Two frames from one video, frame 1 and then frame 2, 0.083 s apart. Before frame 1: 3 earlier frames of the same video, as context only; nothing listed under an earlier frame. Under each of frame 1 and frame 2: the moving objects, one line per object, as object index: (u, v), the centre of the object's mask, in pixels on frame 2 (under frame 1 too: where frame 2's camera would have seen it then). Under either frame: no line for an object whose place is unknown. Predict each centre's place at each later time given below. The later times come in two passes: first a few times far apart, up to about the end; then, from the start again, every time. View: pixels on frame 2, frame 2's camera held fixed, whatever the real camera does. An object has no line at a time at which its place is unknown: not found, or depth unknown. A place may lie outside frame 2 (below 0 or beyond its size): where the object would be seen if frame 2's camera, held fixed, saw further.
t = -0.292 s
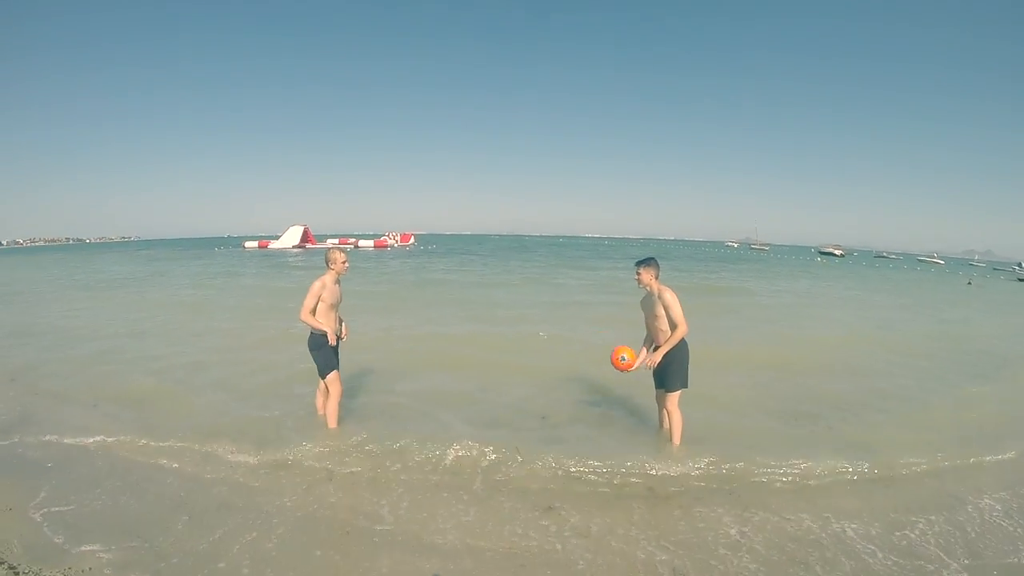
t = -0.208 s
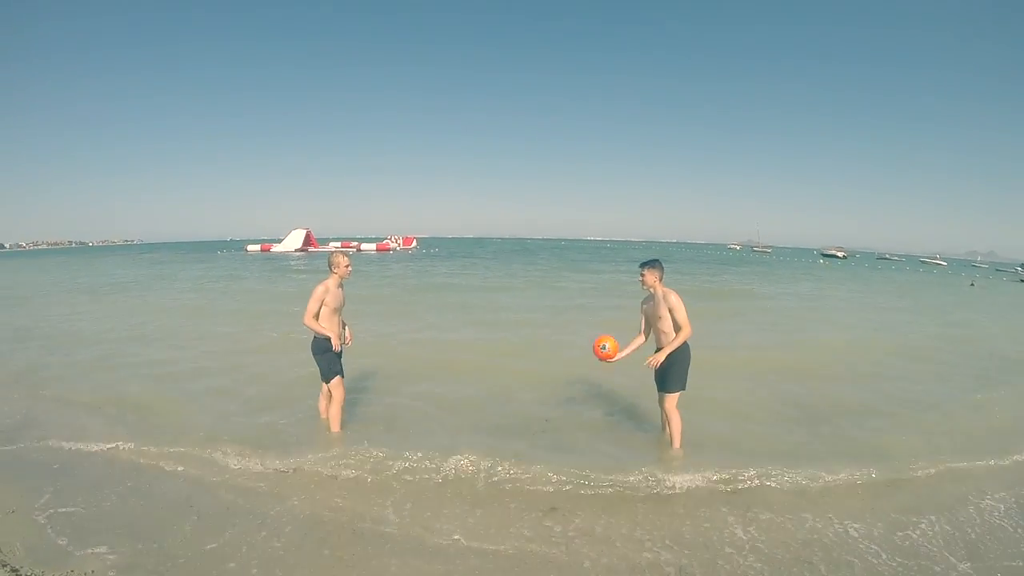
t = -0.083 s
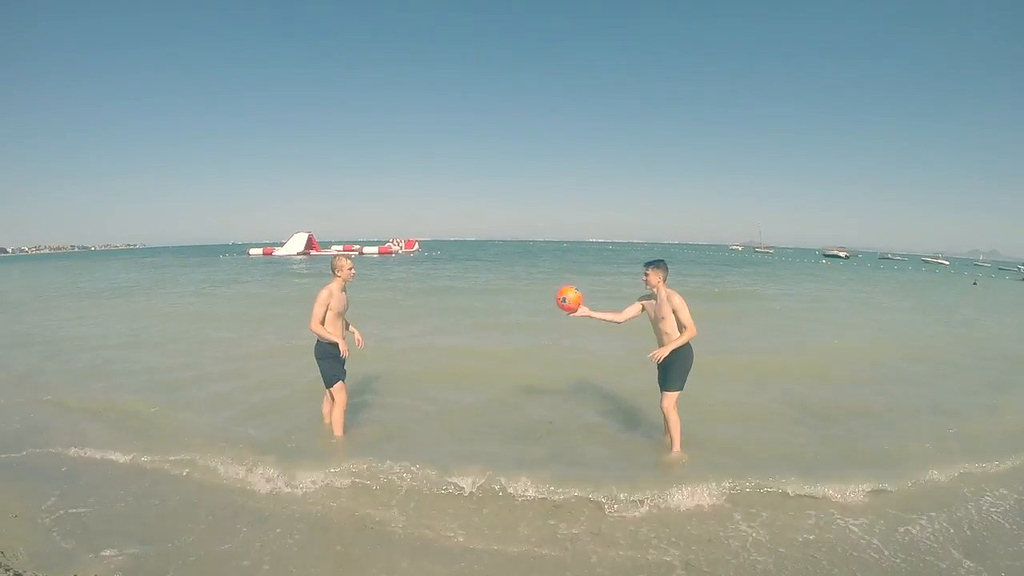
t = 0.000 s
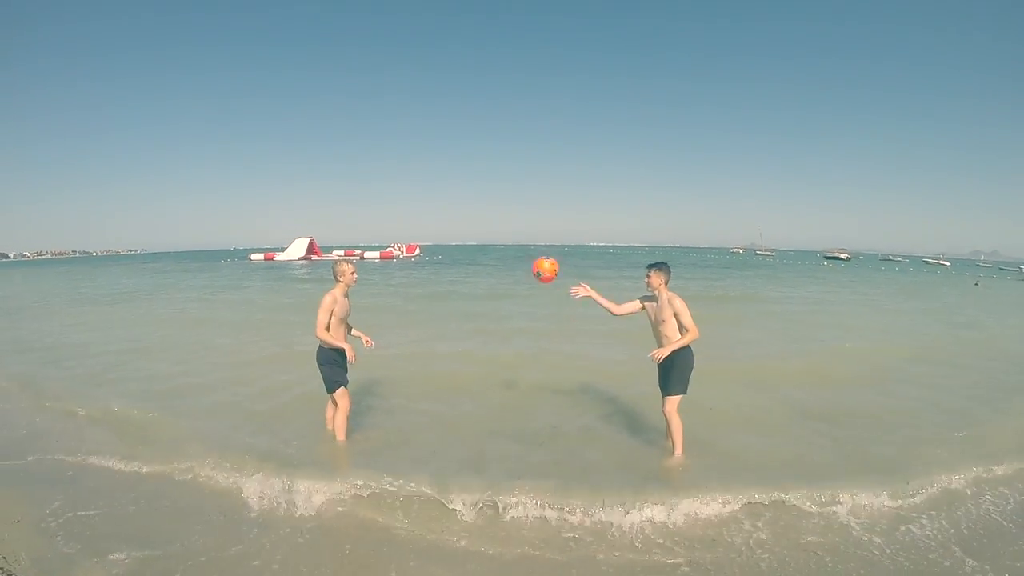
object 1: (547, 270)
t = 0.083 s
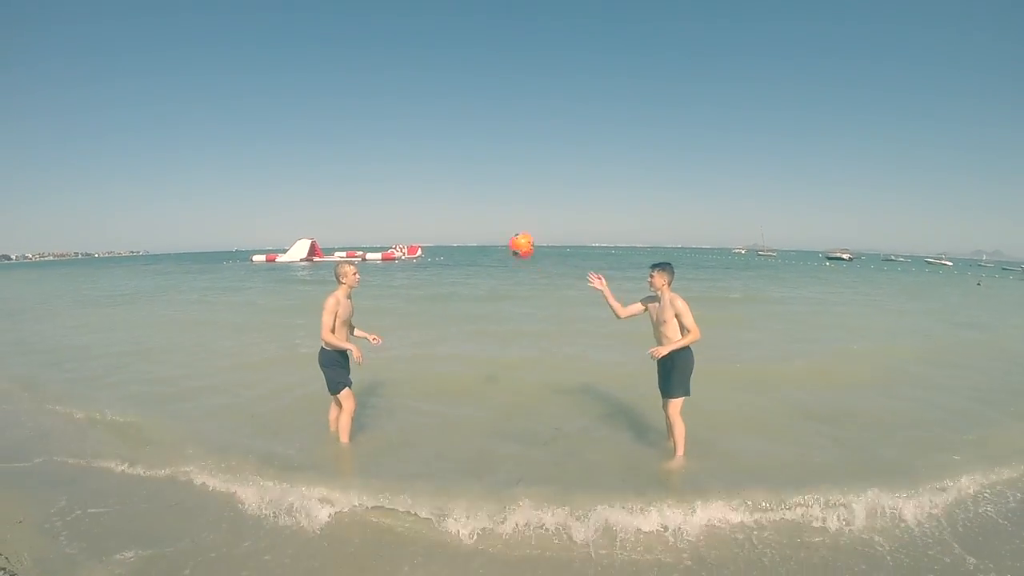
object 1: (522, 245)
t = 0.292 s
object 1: (458, 219)
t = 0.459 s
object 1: (410, 235)
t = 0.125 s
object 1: (509, 235)
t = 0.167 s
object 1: (496, 228)
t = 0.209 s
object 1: (484, 223)
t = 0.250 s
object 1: (471, 220)
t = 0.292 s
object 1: (458, 219)
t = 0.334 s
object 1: (446, 220)
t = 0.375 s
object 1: (434, 223)
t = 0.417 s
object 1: (422, 229)
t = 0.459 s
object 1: (410, 235)
